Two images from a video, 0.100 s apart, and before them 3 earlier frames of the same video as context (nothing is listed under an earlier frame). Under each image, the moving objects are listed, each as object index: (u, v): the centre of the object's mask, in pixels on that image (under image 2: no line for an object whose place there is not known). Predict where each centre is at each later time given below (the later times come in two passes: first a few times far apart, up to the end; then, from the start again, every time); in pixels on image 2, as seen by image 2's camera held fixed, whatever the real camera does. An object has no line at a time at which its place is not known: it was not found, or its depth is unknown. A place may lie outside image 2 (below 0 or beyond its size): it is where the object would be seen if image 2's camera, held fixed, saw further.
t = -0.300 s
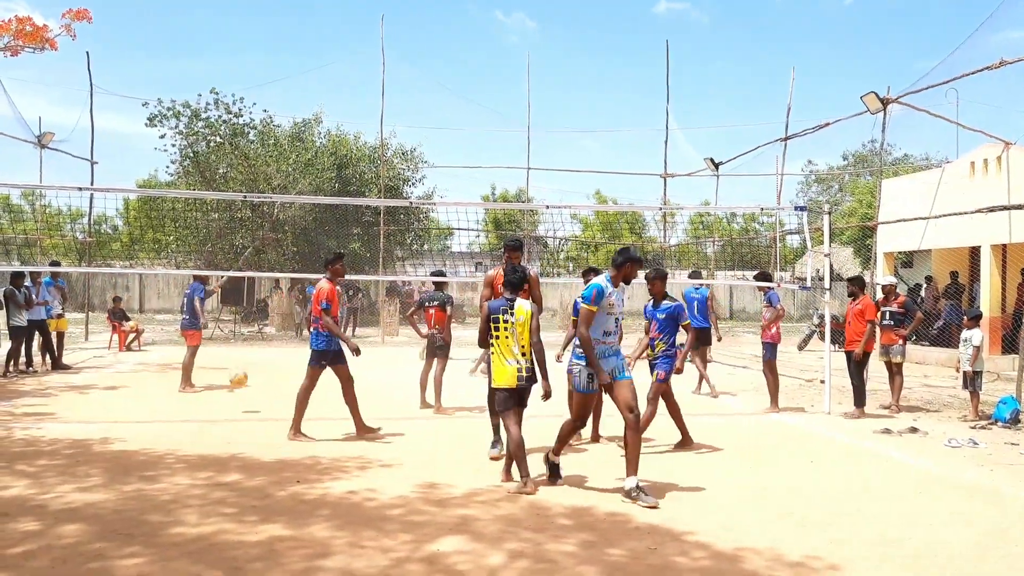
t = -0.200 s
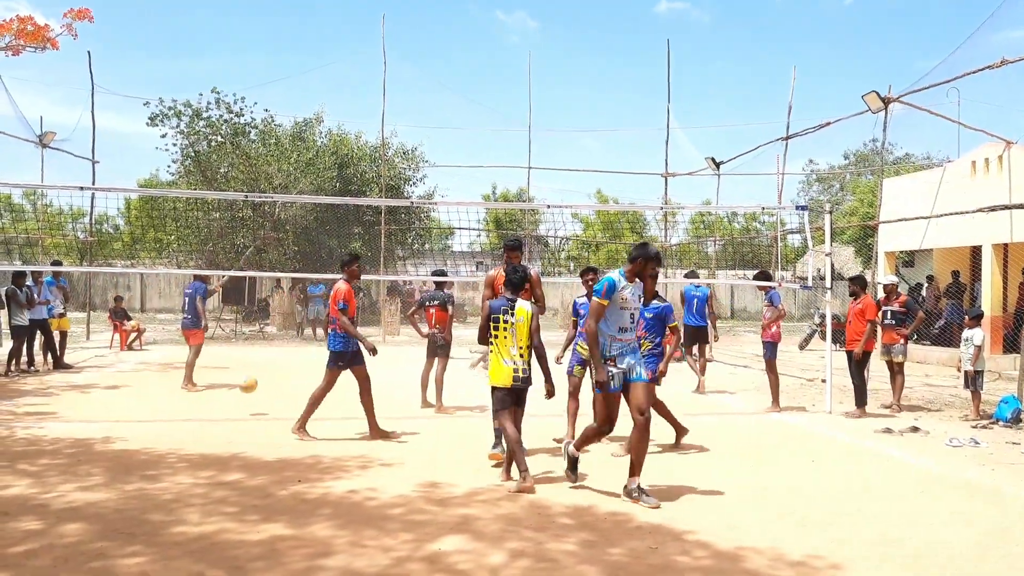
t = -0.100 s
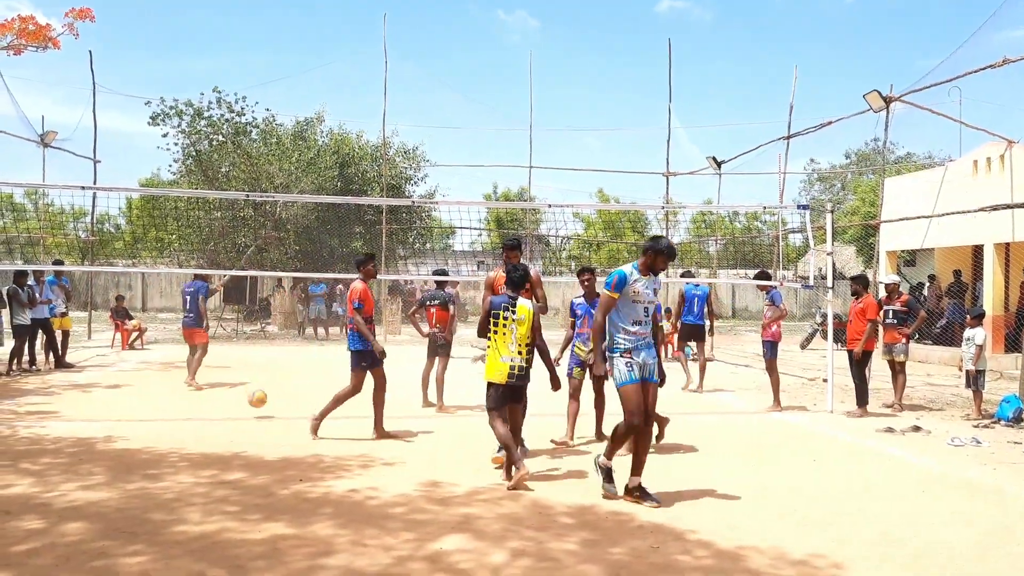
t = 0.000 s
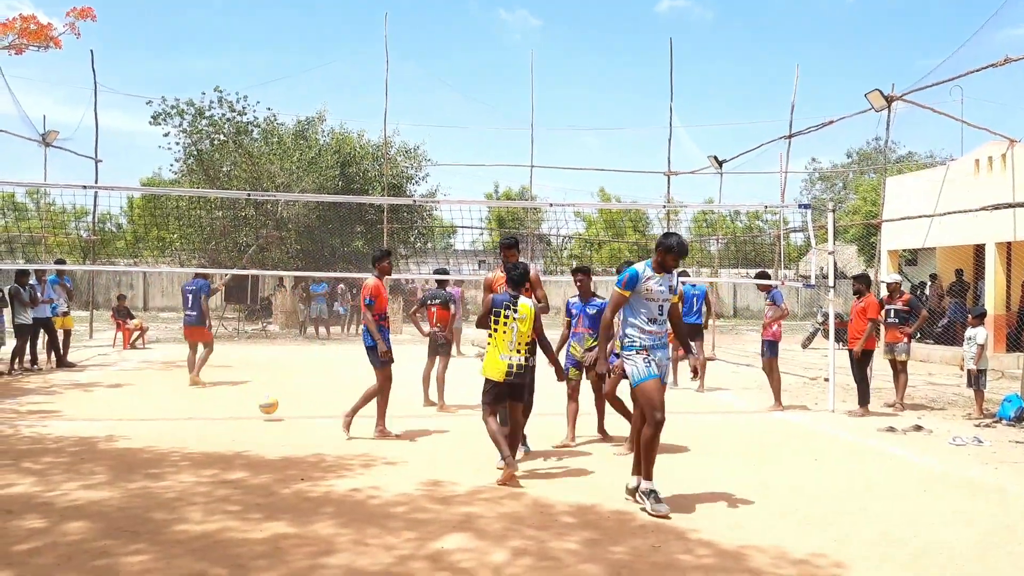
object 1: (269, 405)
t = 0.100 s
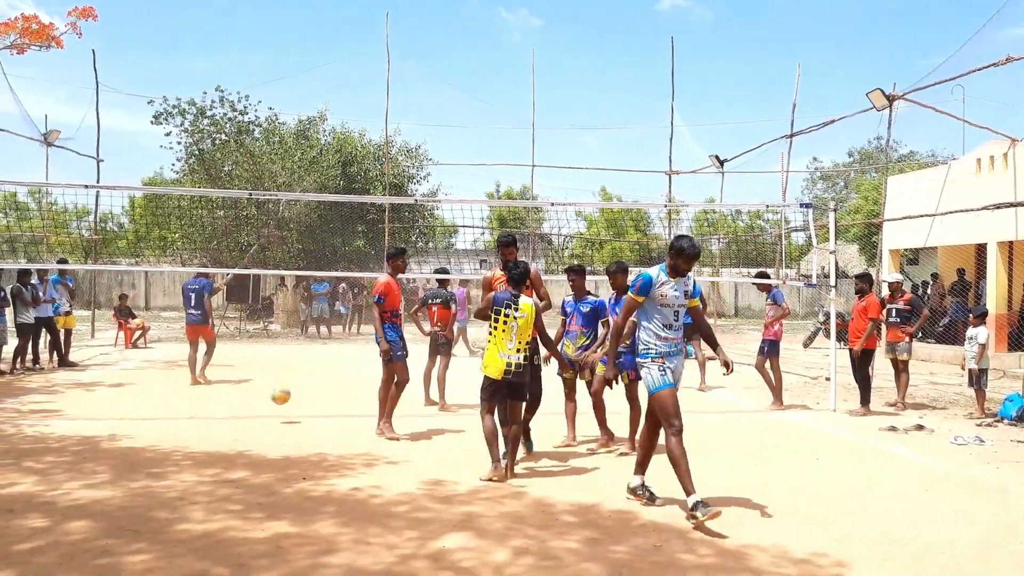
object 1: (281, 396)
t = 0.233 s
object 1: (295, 398)
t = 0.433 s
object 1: (319, 424)
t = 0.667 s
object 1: (347, 416)
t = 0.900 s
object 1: (377, 435)
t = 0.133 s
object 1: (284, 395)
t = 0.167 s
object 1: (288, 394)
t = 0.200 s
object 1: (292, 396)
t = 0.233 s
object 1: (295, 398)
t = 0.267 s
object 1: (299, 401)
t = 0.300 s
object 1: (303, 405)
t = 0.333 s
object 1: (307, 411)
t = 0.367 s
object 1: (311, 417)
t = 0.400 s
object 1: (314, 425)
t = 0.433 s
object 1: (319, 424)
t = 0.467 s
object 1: (323, 419)
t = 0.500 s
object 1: (327, 415)
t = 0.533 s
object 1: (330, 413)
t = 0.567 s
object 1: (334, 411)
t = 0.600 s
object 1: (339, 412)
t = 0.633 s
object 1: (343, 412)
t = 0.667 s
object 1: (347, 416)
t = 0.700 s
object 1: (351, 420)
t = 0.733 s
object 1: (355, 424)
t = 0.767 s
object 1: (360, 430)
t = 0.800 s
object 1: (363, 437)
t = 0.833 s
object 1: (368, 441)
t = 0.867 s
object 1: (372, 437)
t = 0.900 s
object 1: (377, 435)
